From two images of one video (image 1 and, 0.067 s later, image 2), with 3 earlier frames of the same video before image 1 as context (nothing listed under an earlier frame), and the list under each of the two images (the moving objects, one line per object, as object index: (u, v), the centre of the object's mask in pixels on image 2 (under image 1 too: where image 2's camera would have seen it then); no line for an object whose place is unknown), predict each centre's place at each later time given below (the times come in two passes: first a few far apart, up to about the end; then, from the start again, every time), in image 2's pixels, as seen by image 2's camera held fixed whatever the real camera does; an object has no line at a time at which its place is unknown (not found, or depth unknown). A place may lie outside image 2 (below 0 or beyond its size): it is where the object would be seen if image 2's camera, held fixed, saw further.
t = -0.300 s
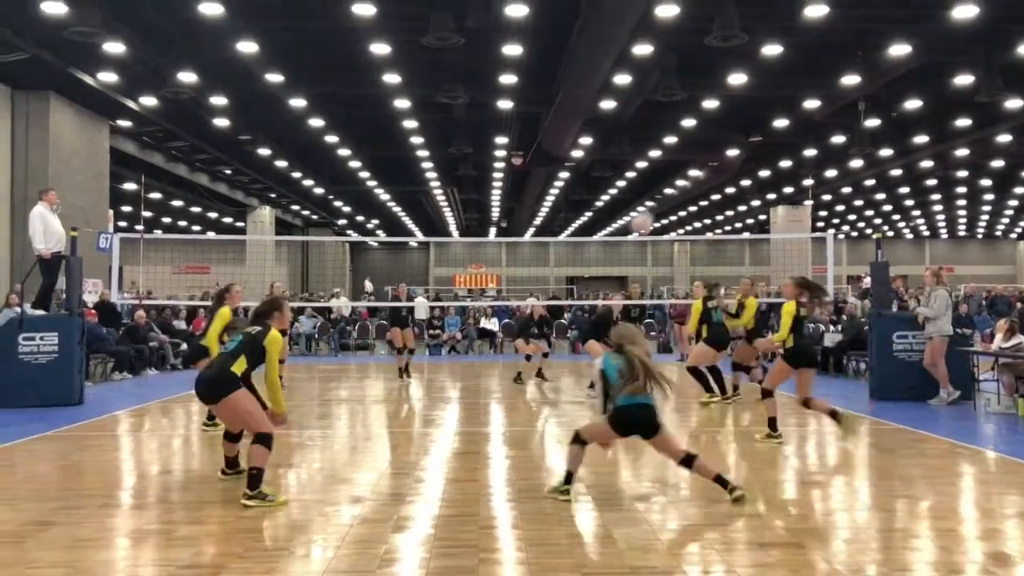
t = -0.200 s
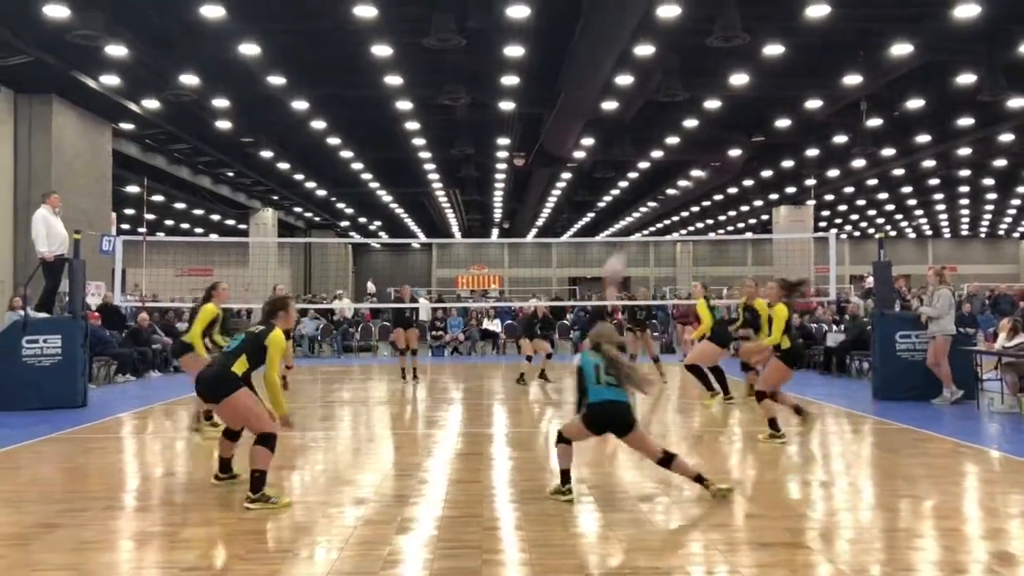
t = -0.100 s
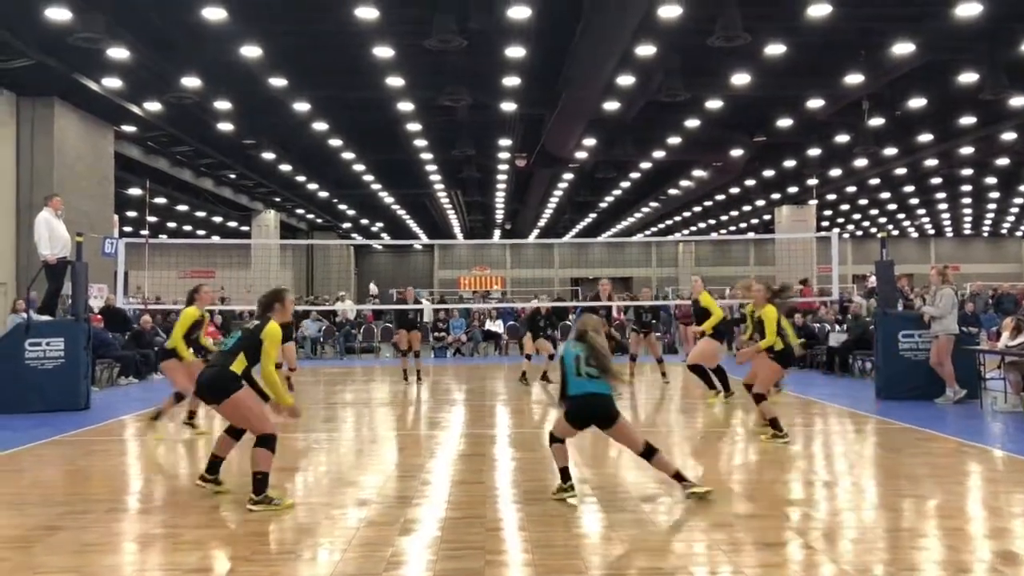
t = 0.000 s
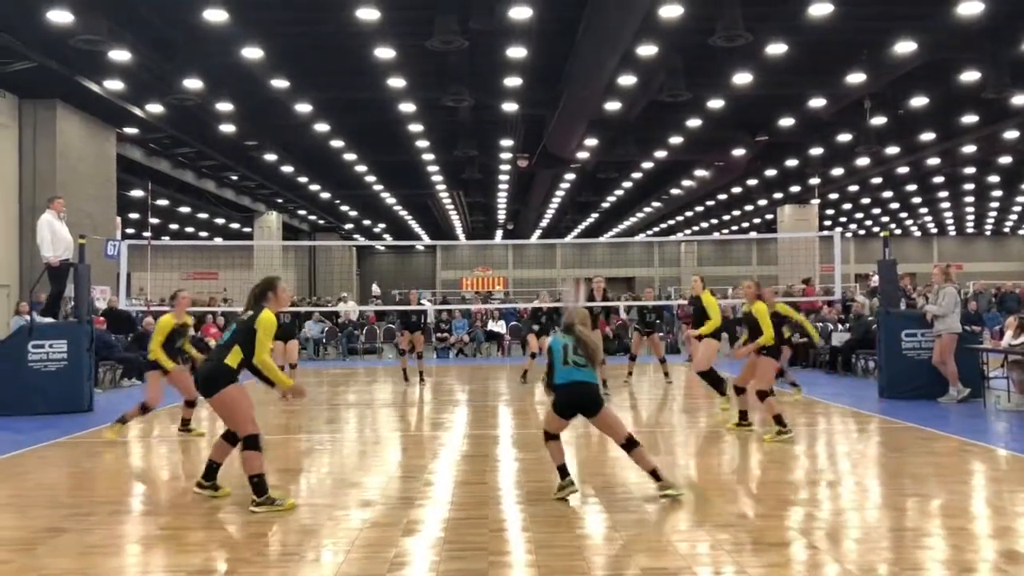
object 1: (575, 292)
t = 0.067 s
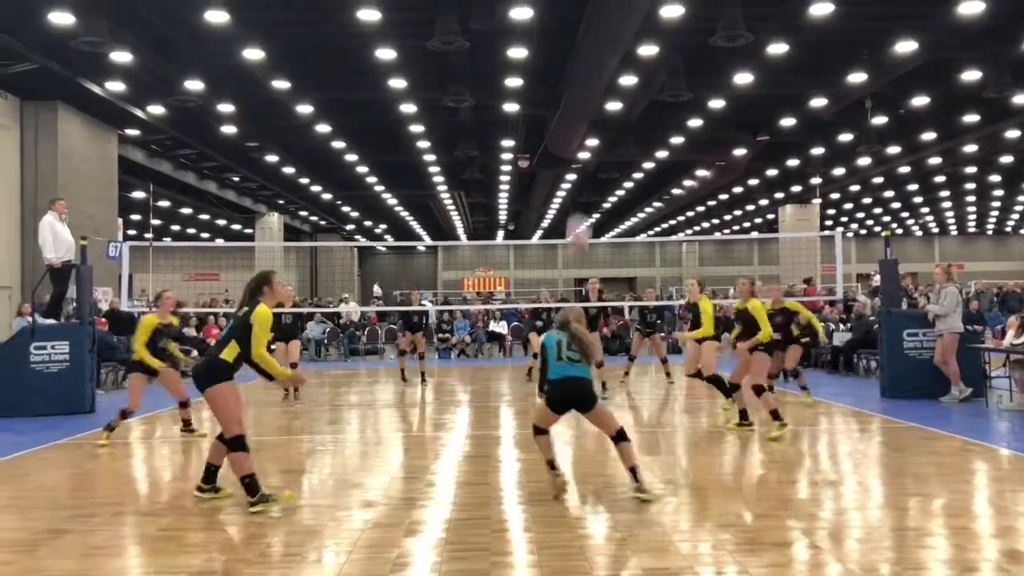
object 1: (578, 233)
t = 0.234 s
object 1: (586, 113)
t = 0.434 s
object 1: (595, 29)
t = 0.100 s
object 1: (580, 204)
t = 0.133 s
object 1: (583, 182)
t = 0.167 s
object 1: (583, 157)
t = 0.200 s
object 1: (584, 132)
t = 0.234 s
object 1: (586, 113)
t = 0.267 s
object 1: (588, 96)
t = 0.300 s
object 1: (589, 80)
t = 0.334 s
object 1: (591, 65)
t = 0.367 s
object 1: (592, 51)
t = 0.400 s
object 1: (594, 40)
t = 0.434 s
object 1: (595, 29)
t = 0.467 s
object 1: (596, 20)
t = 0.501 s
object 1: (597, 13)
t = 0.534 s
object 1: (598, 9)
